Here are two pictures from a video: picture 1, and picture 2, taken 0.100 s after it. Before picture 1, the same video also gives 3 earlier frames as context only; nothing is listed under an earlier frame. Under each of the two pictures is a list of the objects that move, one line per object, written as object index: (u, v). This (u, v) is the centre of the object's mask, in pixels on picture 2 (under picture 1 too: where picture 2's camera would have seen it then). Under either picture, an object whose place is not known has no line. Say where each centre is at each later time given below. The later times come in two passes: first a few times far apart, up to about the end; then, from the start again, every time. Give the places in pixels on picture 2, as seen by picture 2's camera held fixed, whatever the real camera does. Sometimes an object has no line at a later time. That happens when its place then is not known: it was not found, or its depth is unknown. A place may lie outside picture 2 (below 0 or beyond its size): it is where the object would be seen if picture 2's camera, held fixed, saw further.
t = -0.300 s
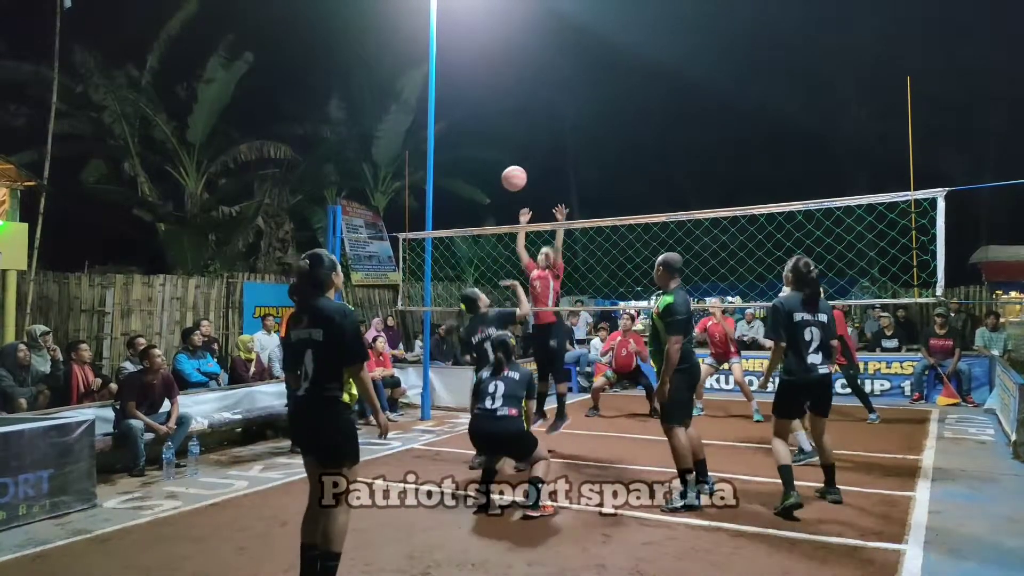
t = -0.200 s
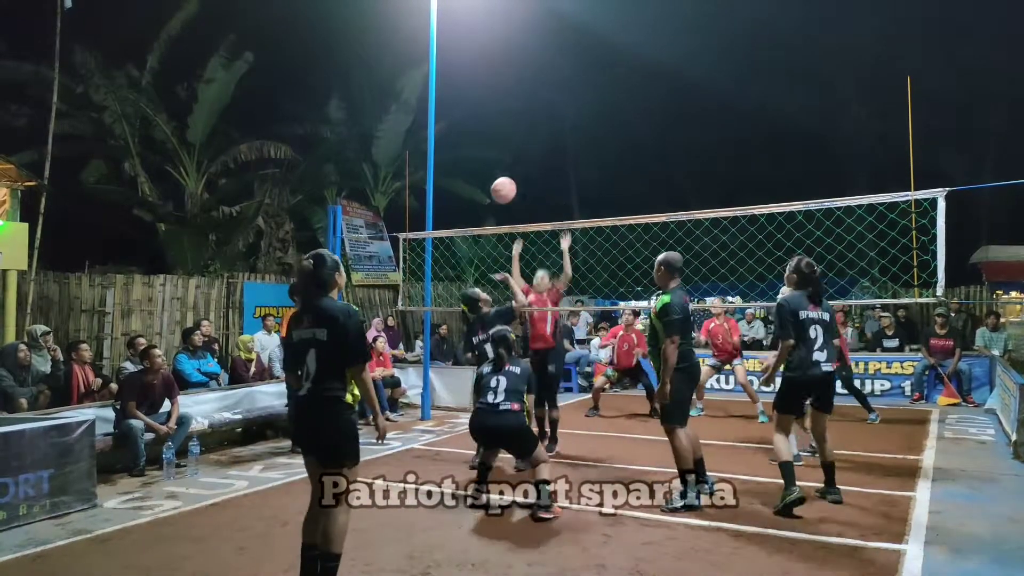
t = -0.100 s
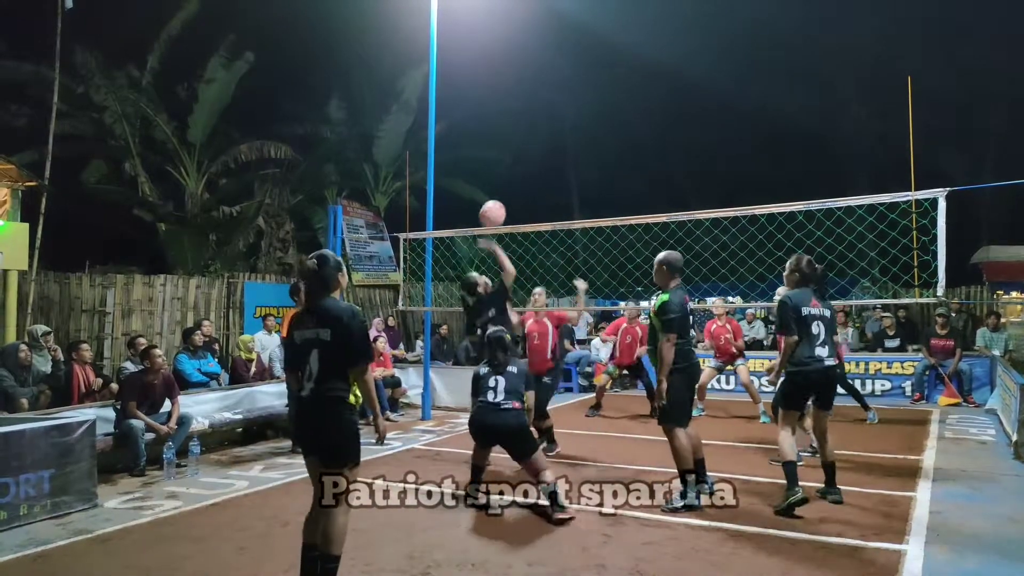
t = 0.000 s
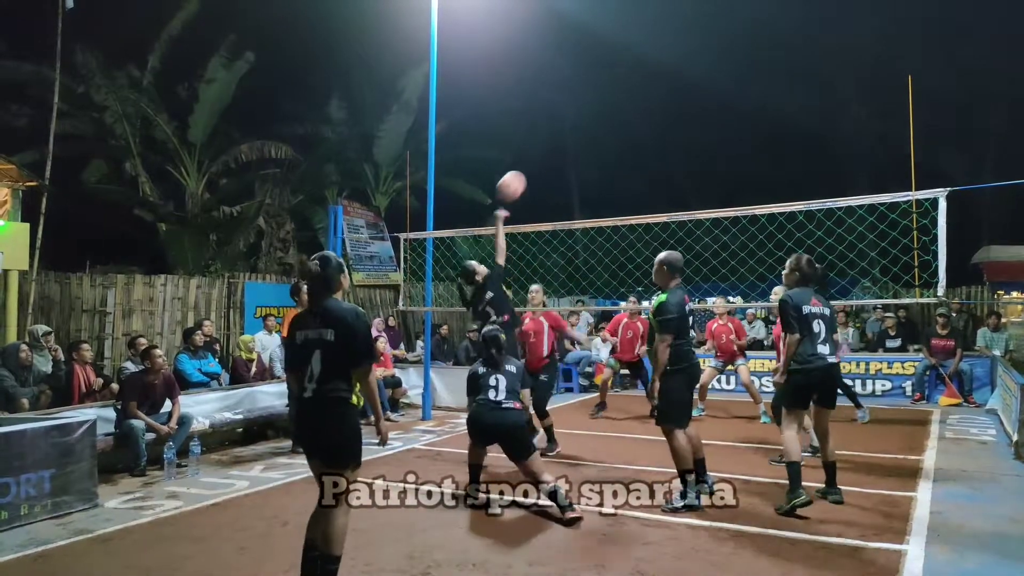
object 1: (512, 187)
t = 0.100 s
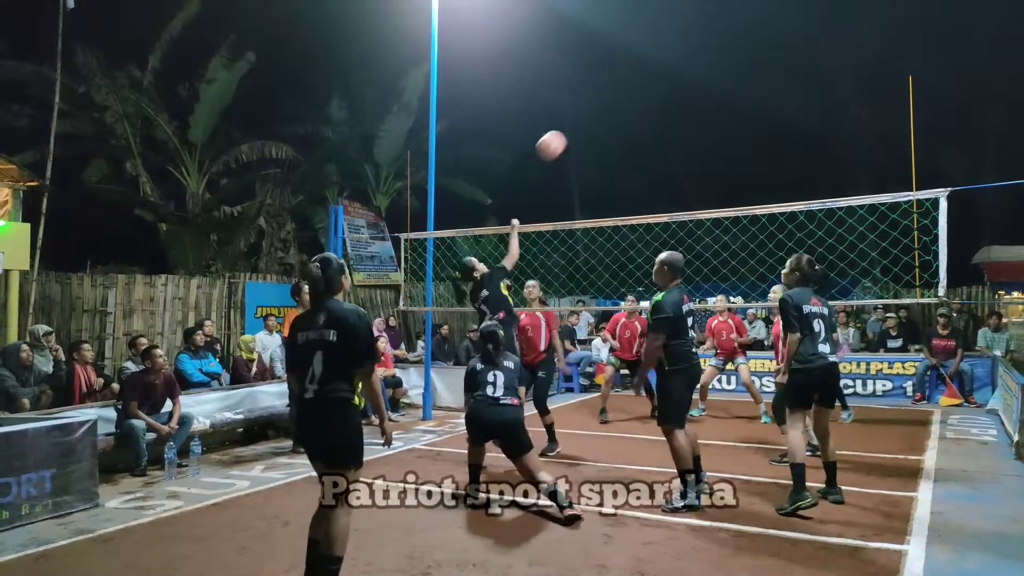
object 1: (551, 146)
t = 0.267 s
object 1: (611, 107)
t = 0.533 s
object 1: (692, 109)
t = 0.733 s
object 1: (743, 153)
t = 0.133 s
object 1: (564, 135)
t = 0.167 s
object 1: (576, 126)
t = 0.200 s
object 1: (588, 119)
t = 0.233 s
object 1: (600, 112)
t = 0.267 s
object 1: (611, 107)
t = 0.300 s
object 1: (622, 103)
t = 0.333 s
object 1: (633, 101)
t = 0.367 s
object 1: (644, 99)
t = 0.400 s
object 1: (654, 99)
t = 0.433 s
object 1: (663, 100)
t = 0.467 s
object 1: (673, 102)
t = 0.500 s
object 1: (682, 105)
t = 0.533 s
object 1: (692, 109)
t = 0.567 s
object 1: (701, 114)
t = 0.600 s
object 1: (710, 120)
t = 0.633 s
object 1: (718, 127)
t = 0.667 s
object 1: (727, 135)
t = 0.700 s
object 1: (735, 143)
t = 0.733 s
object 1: (743, 153)
